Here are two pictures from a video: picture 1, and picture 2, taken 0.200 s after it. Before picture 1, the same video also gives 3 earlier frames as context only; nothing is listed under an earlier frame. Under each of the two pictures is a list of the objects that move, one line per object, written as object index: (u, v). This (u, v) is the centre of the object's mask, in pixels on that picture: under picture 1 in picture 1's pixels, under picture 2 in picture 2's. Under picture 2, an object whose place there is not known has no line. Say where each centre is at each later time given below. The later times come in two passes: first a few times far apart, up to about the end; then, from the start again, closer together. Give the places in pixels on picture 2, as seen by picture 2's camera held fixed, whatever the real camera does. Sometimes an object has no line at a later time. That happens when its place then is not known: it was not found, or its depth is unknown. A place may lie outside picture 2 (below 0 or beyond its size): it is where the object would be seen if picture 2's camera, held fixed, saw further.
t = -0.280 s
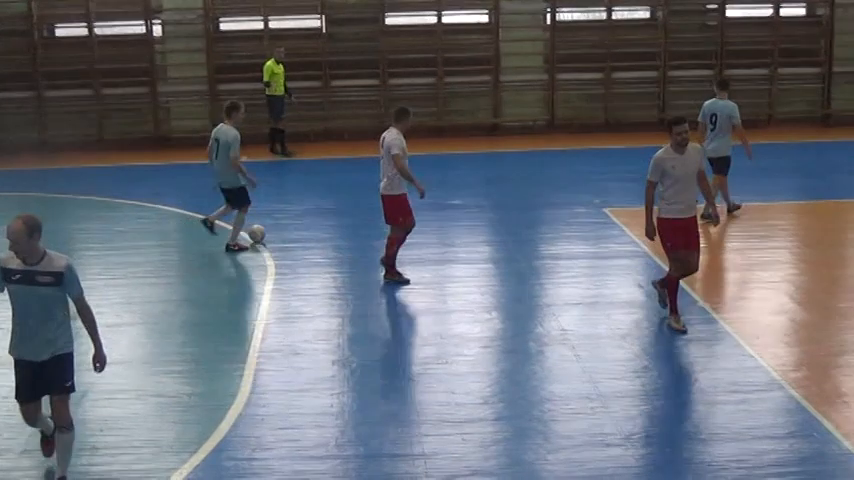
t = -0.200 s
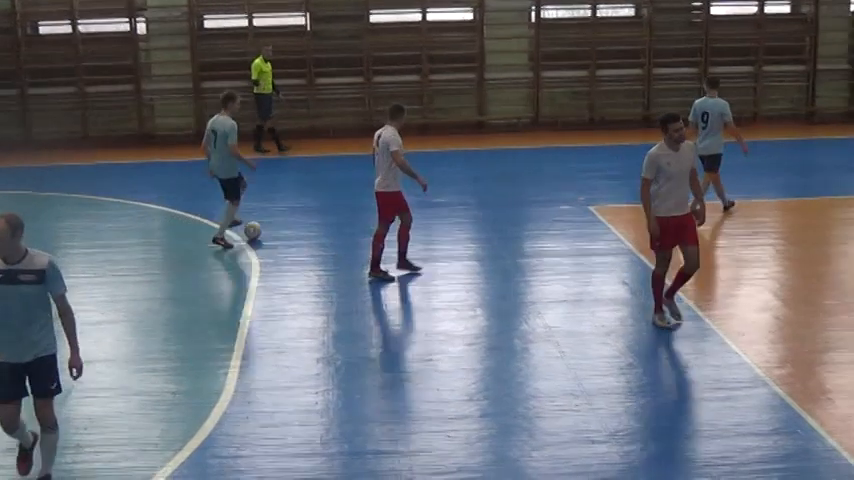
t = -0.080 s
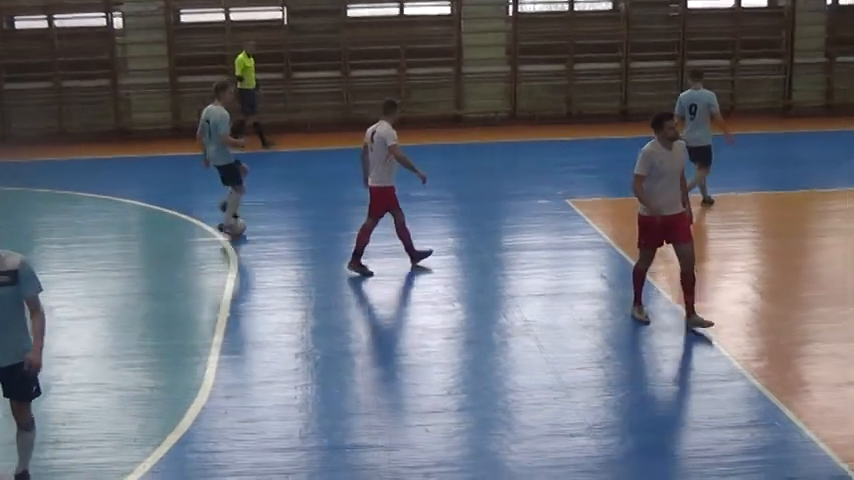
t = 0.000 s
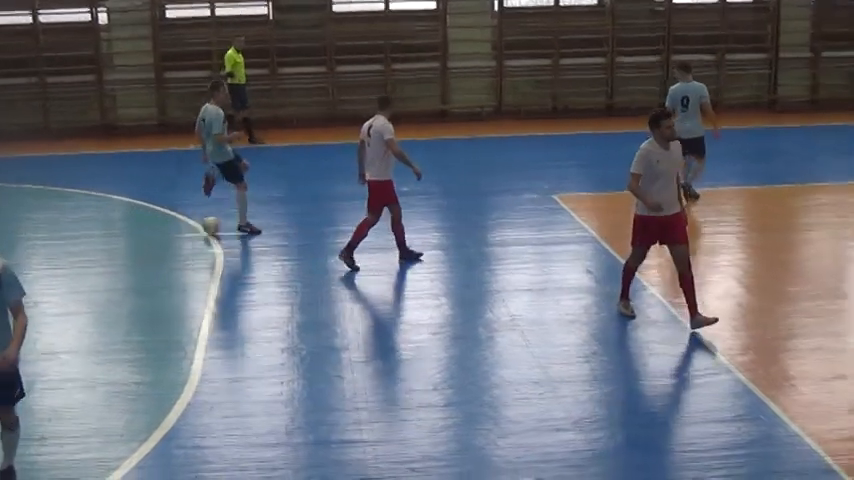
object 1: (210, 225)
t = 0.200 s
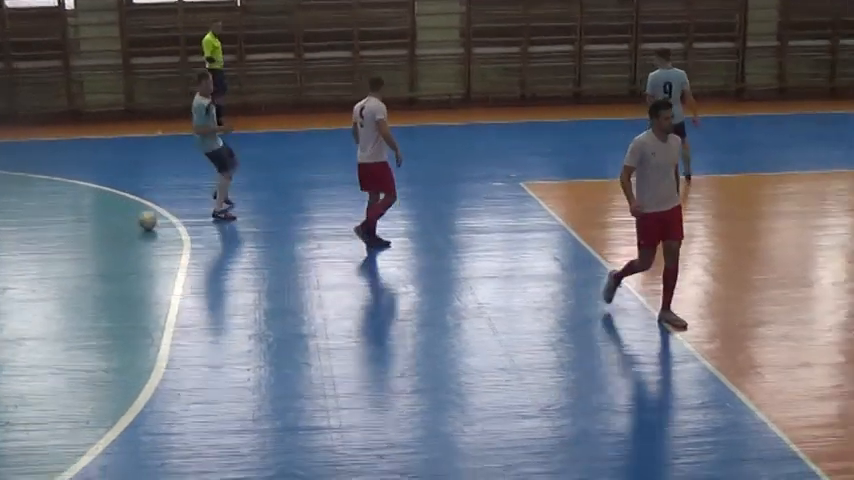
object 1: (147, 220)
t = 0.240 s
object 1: (140, 223)
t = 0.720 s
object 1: (61, 246)
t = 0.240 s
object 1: (140, 223)
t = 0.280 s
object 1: (132, 225)
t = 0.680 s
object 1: (67, 244)
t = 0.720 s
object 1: (61, 246)
